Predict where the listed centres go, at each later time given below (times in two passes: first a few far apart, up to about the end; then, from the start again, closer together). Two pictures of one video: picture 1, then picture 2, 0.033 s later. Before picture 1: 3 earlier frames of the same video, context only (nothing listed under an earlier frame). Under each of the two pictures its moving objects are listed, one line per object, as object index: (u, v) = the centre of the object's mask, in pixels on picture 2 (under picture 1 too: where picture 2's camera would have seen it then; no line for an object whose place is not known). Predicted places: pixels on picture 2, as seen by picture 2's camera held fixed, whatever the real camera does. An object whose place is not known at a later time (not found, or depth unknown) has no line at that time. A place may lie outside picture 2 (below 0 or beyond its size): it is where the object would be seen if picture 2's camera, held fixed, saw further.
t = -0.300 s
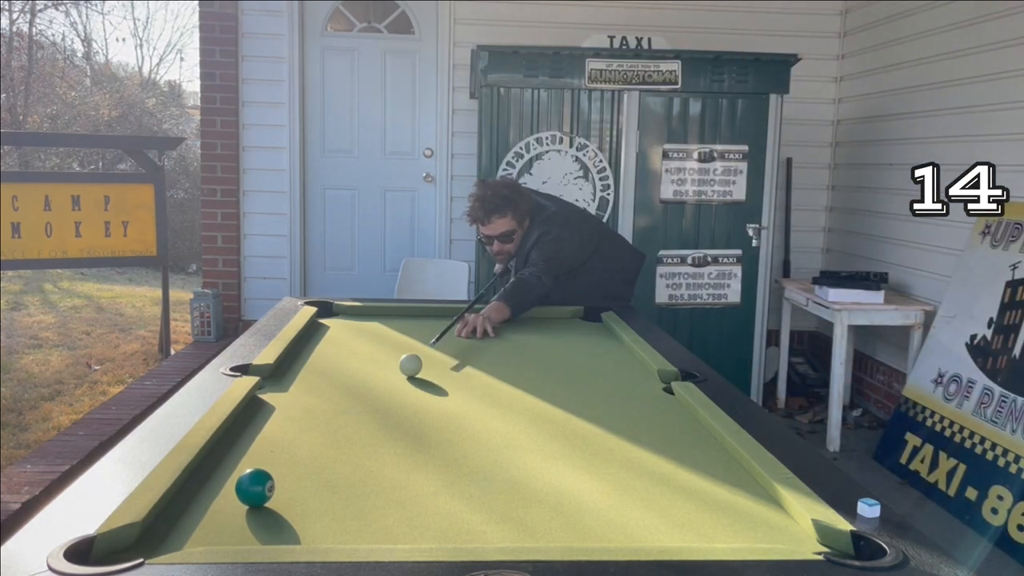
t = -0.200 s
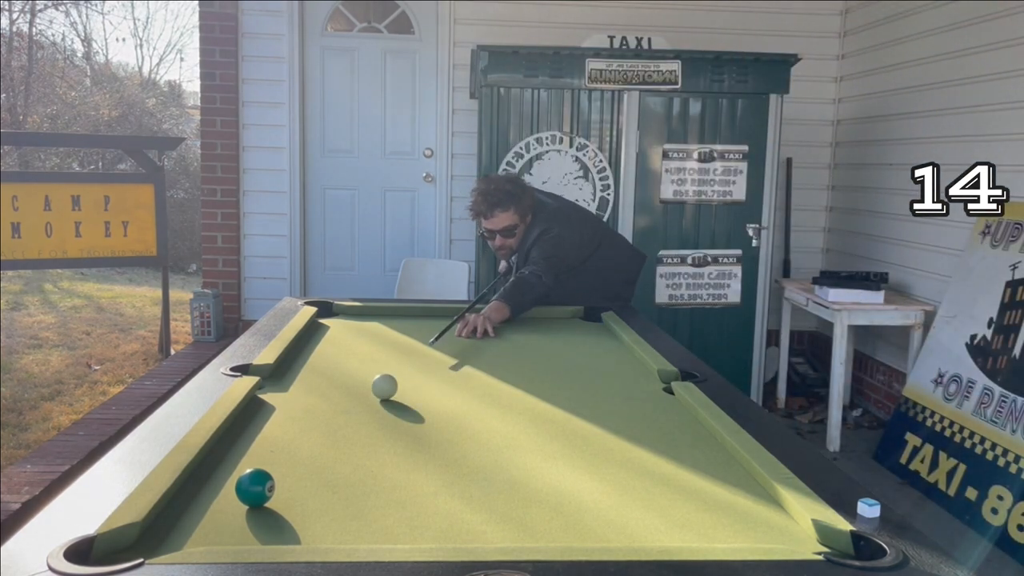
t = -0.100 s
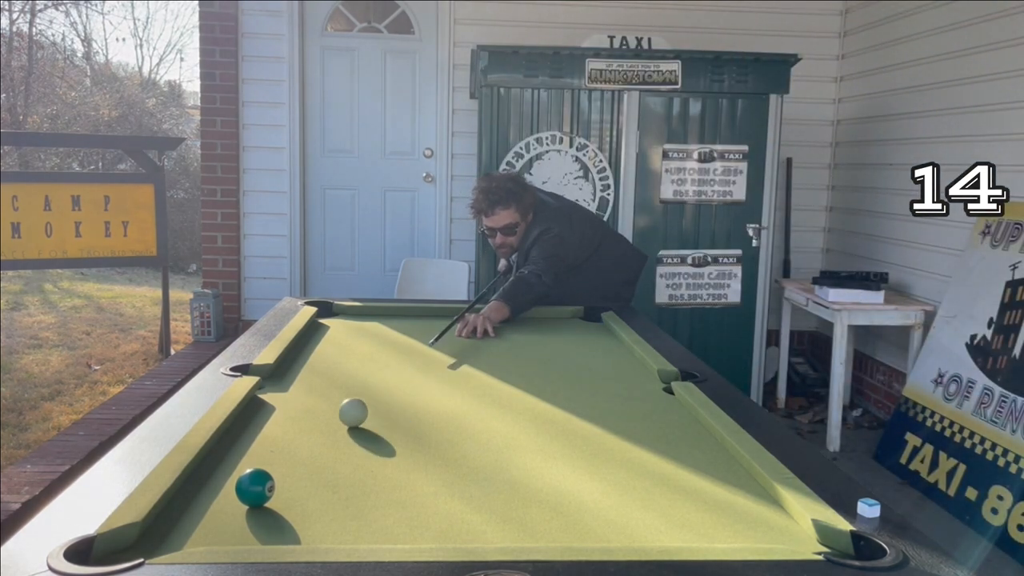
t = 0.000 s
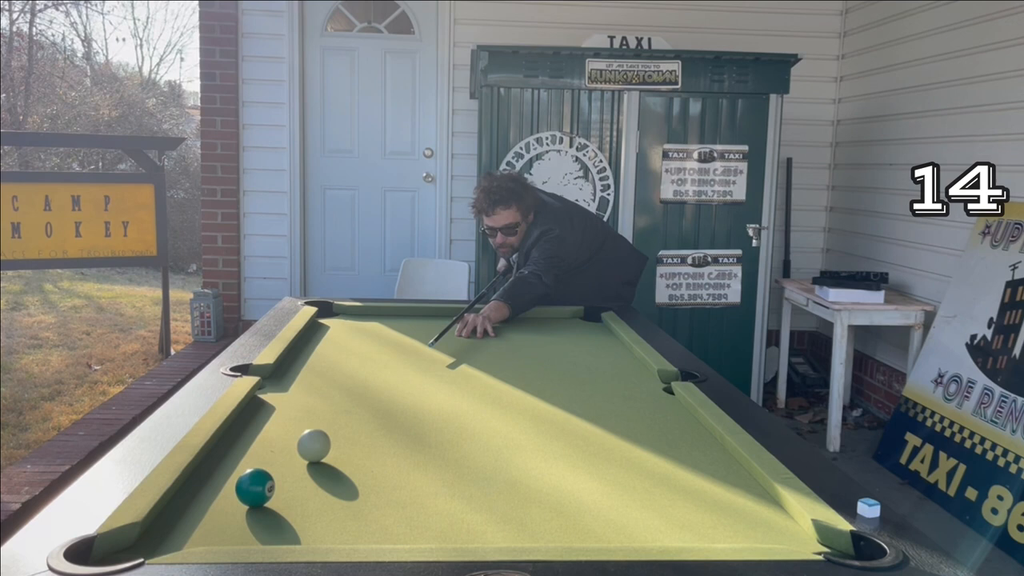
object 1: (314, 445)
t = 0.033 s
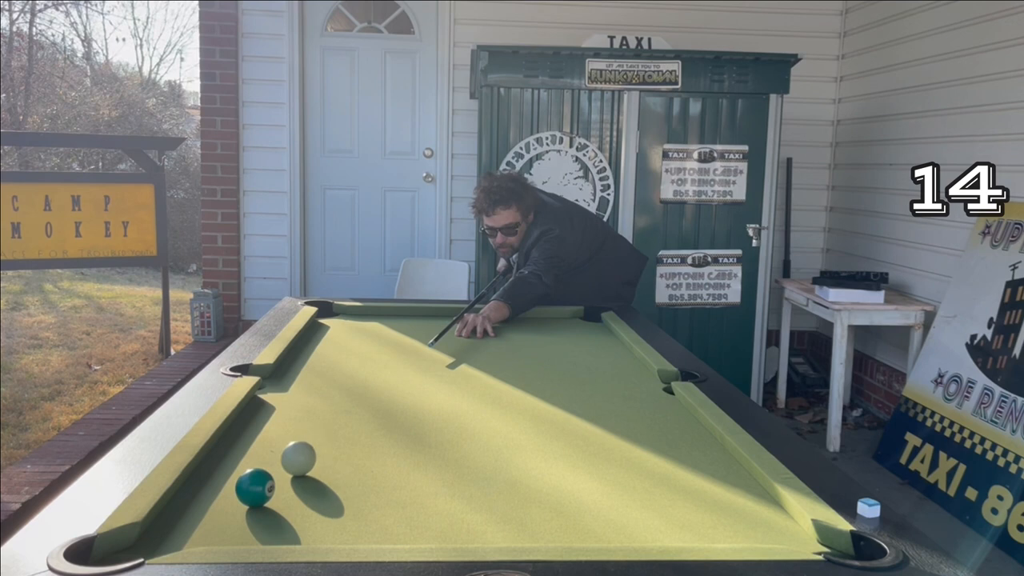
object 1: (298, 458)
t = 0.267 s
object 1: (303, 493)
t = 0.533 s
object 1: (311, 534)
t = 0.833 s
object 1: (332, 512)
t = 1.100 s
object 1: (347, 491)
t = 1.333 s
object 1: (360, 475)
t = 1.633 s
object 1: (375, 459)
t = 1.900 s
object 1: (387, 447)
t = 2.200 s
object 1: (400, 436)
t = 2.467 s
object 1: (410, 428)
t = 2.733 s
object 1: (418, 422)
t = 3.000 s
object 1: (427, 417)
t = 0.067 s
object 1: (284, 472)
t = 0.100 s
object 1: (282, 477)
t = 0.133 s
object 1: (288, 479)
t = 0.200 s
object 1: (296, 485)
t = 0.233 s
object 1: (300, 489)
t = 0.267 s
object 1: (303, 493)
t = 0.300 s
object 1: (305, 498)
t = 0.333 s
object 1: (307, 503)
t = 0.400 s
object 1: (308, 515)
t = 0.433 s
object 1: (308, 521)
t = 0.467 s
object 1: (309, 527)
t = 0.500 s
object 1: (310, 531)
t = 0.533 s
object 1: (311, 534)
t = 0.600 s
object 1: (315, 530)
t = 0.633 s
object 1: (318, 528)
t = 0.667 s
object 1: (320, 526)
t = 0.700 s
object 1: (323, 523)
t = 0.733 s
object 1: (325, 521)
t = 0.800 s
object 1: (329, 514)
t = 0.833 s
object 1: (332, 512)
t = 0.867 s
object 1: (334, 509)
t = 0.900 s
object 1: (336, 506)
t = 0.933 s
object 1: (338, 503)
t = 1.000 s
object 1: (342, 498)
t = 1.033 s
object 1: (343, 496)
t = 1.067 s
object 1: (345, 493)
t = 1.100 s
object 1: (347, 491)
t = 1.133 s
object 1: (349, 488)
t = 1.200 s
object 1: (353, 484)
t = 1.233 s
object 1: (355, 482)
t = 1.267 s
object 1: (356, 480)
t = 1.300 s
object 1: (358, 477)
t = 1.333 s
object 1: (360, 475)
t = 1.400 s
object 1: (363, 471)
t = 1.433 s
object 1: (365, 470)
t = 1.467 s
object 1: (367, 468)
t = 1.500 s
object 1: (368, 466)
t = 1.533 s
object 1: (370, 464)
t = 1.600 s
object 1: (373, 461)
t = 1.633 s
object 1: (375, 459)
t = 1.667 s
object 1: (376, 458)
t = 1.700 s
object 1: (378, 456)
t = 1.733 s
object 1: (380, 454)
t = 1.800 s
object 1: (383, 451)
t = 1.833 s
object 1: (384, 450)
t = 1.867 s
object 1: (386, 448)
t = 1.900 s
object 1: (387, 447)
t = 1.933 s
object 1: (389, 446)
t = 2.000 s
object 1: (392, 443)
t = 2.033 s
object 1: (393, 442)
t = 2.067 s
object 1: (394, 441)
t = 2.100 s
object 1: (396, 440)
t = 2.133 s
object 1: (397, 438)
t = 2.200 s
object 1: (400, 436)
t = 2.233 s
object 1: (401, 435)
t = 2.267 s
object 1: (402, 434)
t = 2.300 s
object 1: (403, 433)
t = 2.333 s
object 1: (405, 432)
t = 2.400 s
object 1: (407, 430)
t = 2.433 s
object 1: (408, 429)
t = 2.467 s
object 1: (410, 428)
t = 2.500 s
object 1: (411, 427)
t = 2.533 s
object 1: (412, 426)
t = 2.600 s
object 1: (414, 425)
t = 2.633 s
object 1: (415, 424)
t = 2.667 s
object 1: (416, 423)
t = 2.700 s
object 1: (417, 422)
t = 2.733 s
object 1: (418, 422)
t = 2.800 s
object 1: (421, 420)
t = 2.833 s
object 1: (422, 420)
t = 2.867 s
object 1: (423, 419)
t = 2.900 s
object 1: (424, 418)
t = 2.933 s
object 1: (425, 418)
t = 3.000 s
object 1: (427, 417)
